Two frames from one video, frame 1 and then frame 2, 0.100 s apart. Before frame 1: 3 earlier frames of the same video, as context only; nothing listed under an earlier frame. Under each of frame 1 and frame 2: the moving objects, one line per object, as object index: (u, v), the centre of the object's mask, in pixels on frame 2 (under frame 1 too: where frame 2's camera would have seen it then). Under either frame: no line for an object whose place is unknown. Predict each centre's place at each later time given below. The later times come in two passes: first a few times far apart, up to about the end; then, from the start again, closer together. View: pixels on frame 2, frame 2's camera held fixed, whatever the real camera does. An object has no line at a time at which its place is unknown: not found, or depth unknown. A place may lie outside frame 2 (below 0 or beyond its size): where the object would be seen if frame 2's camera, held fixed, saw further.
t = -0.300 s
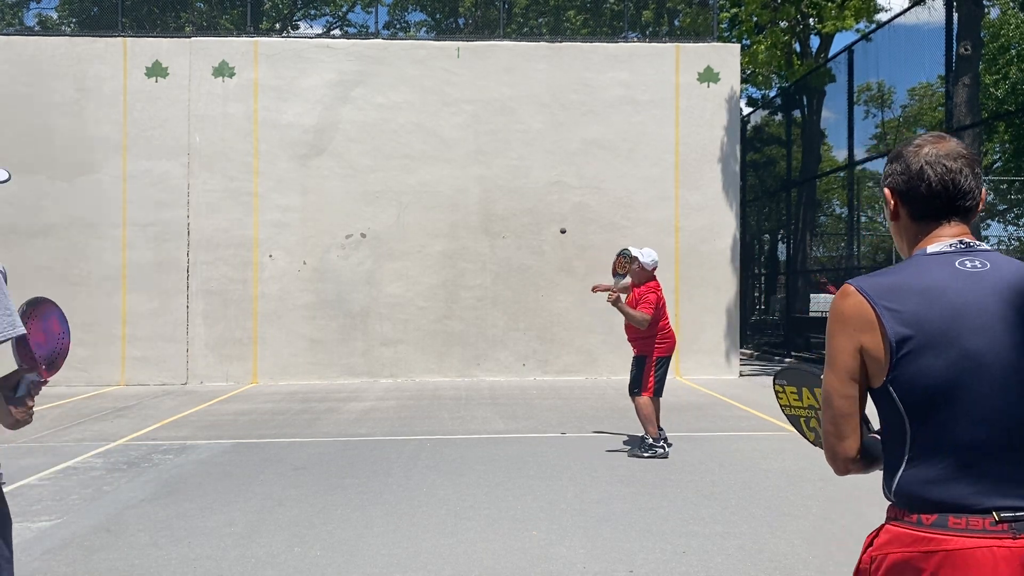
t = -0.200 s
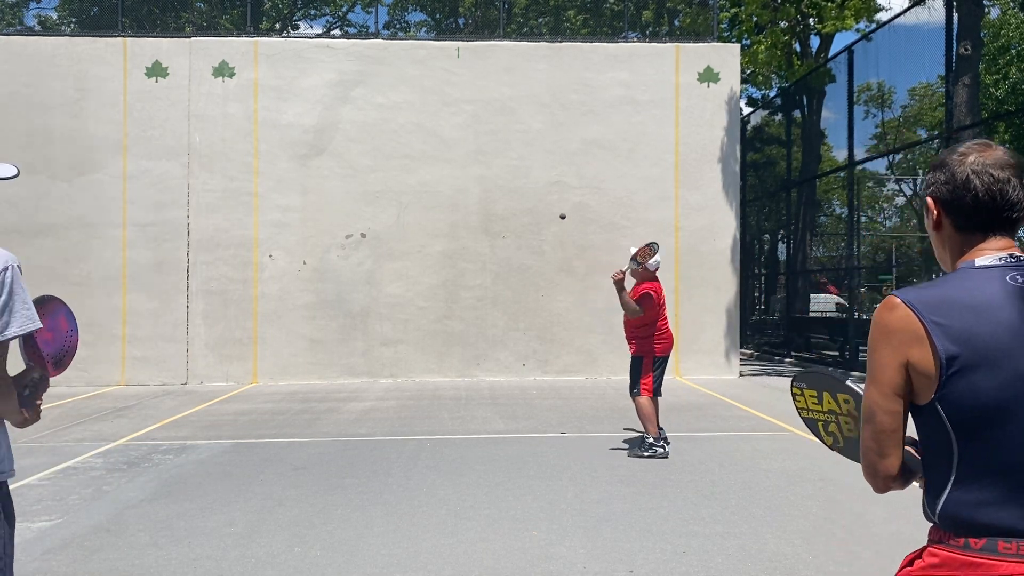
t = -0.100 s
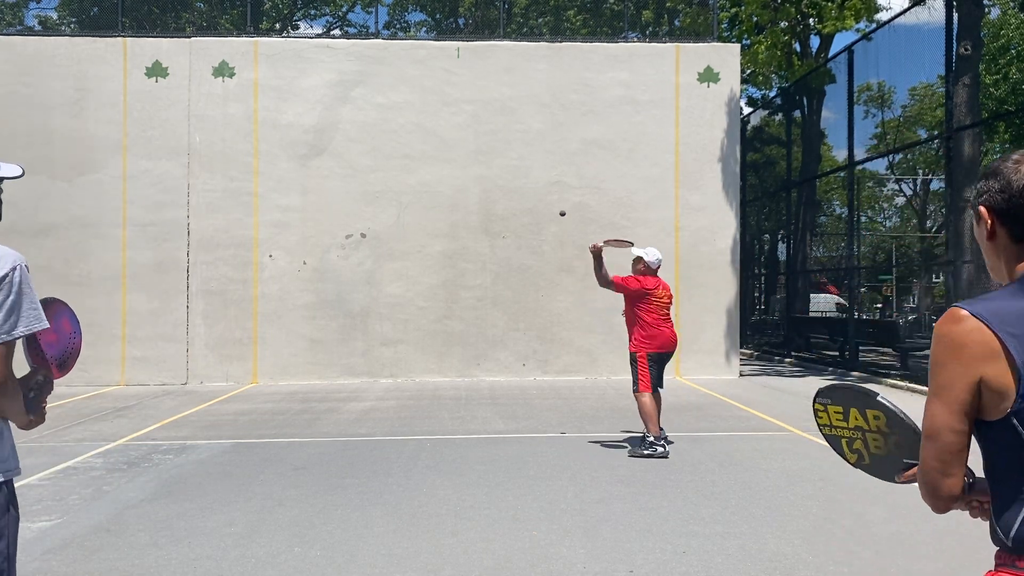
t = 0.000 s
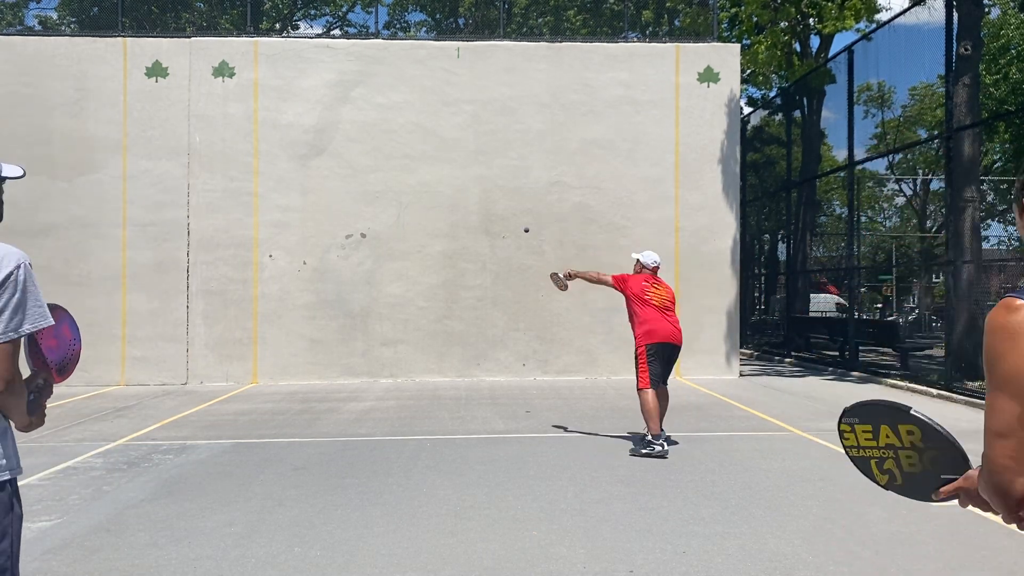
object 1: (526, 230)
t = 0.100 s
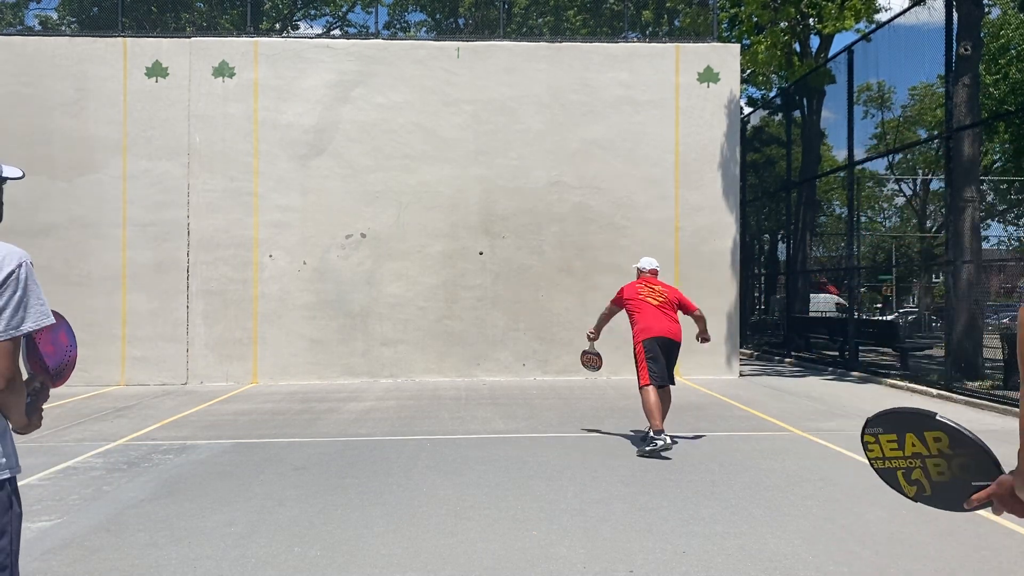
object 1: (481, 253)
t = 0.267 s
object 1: (438, 277)
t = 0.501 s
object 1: (349, 366)
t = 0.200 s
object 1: (455, 267)
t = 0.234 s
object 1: (447, 272)
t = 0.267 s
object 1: (438, 277)
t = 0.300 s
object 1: (428, 284)
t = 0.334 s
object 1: (418, 292)
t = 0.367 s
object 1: (407, 302)
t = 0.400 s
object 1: (394, 315)
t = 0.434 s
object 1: (381, 329)
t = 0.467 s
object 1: (366, 346)
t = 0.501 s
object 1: (349, 366)
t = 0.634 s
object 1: (268, 458)
